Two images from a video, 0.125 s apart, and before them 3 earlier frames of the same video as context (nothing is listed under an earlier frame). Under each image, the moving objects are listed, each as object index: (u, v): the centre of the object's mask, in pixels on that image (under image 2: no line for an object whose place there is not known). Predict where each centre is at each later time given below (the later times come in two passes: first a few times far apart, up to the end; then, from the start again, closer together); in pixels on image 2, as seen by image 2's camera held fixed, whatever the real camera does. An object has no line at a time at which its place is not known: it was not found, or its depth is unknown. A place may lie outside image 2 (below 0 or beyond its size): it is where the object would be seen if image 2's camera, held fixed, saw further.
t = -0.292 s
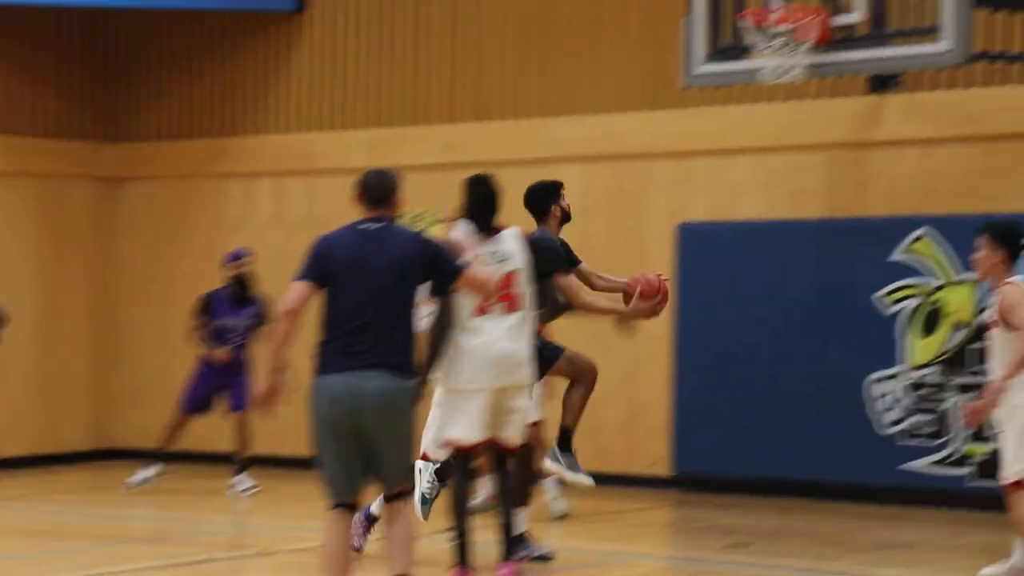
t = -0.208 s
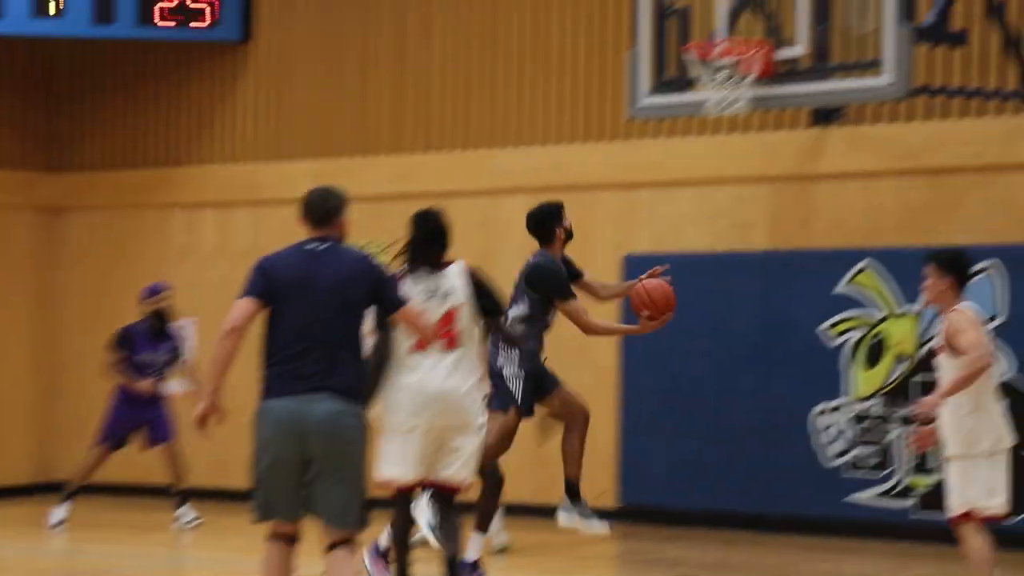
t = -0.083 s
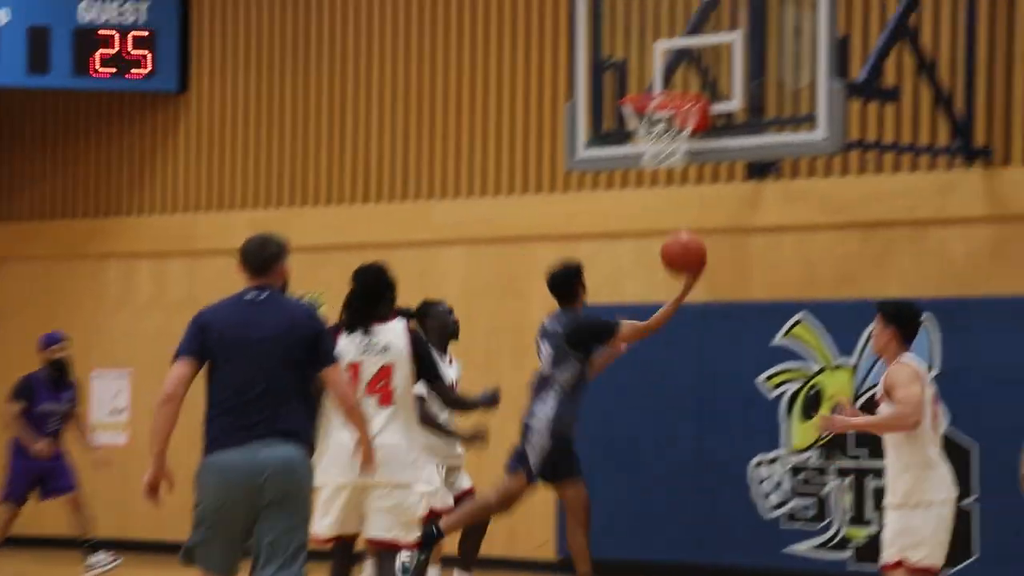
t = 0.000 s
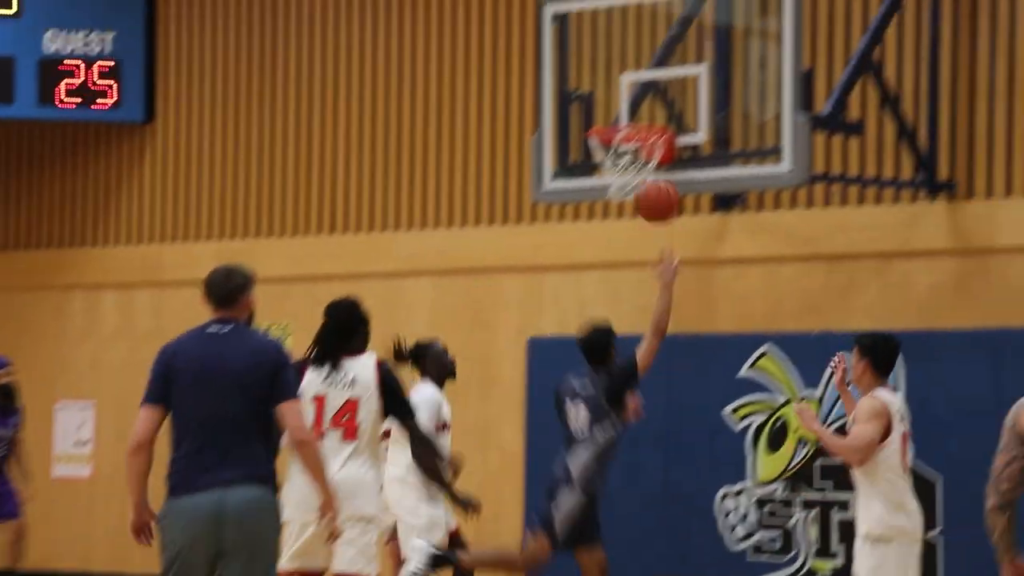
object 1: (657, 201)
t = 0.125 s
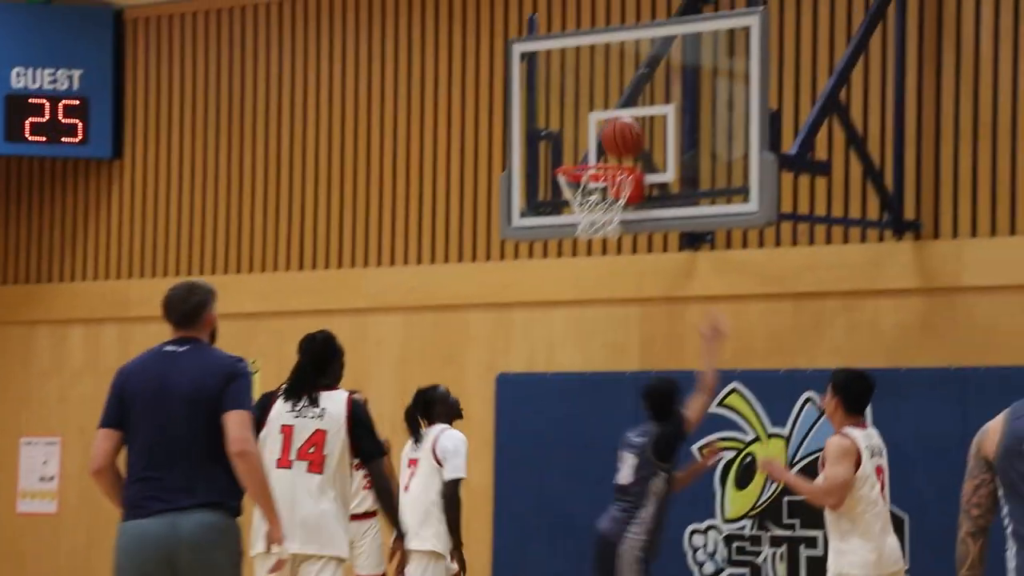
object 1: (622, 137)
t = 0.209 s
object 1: (621, 86)
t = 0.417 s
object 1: (615, 15)
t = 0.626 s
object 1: (610, 21)
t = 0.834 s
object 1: (605, 96)
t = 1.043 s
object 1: (599, 224)
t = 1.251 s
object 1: (605, 297)
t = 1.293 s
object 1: (605, 322)
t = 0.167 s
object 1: (621, 109)
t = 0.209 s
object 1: (621, 86)
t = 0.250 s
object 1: (619, 66)
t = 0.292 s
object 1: (619, 49)
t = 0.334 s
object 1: (617, 35)
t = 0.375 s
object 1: (616, 23)
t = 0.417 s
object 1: (615, 15)
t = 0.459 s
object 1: (614, 11)
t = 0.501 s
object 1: (613, 9)
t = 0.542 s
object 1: (612, 10)
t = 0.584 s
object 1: (611, 14)
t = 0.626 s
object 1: (610, 21)
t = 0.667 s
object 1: (609, 30)
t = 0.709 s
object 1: (608, 43)
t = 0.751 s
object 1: (607, 59)
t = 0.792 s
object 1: (606, 76)
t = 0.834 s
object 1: (605, 96)
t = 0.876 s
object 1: (604, 121)
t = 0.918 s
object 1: (603, 147)
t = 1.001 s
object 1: (596, 199)
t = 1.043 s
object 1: (599, 224)
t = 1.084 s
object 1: (602, 226)
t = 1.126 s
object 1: (603, 239)
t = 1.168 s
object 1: (604, 255)
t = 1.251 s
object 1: (605, 297)
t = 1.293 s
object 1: (605, 322)
